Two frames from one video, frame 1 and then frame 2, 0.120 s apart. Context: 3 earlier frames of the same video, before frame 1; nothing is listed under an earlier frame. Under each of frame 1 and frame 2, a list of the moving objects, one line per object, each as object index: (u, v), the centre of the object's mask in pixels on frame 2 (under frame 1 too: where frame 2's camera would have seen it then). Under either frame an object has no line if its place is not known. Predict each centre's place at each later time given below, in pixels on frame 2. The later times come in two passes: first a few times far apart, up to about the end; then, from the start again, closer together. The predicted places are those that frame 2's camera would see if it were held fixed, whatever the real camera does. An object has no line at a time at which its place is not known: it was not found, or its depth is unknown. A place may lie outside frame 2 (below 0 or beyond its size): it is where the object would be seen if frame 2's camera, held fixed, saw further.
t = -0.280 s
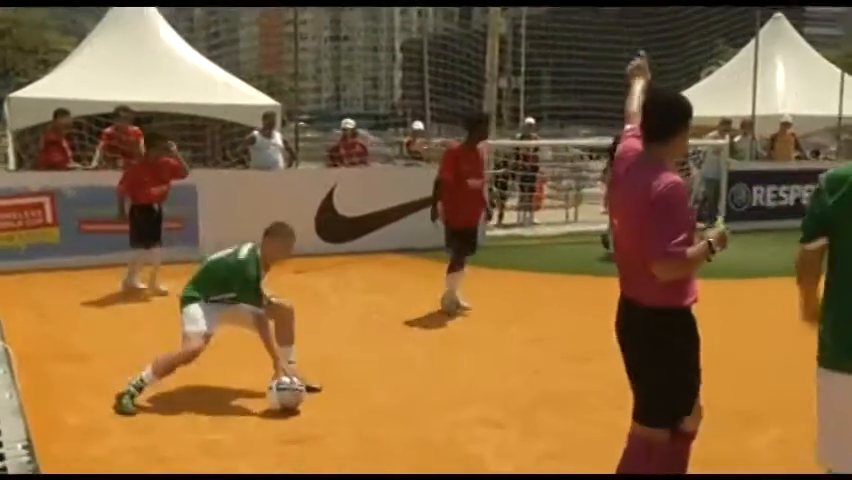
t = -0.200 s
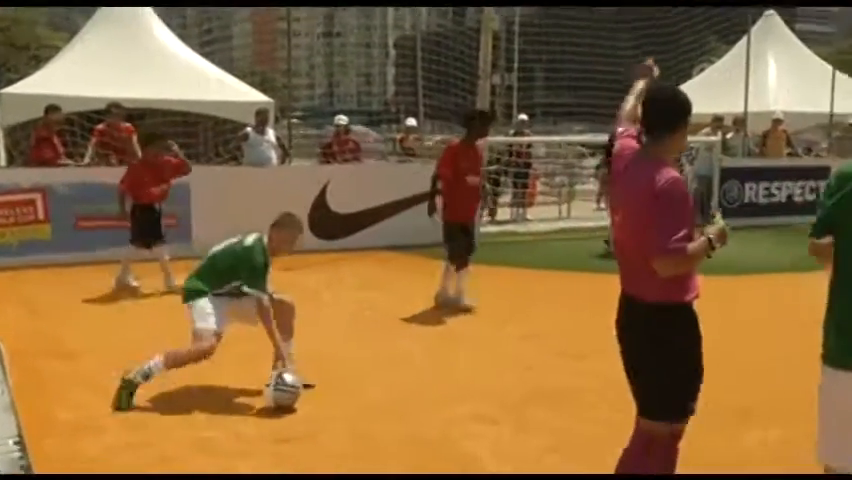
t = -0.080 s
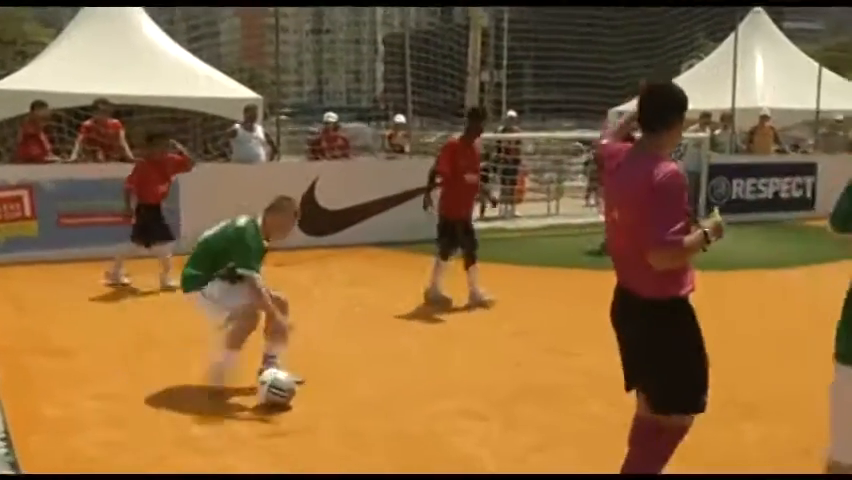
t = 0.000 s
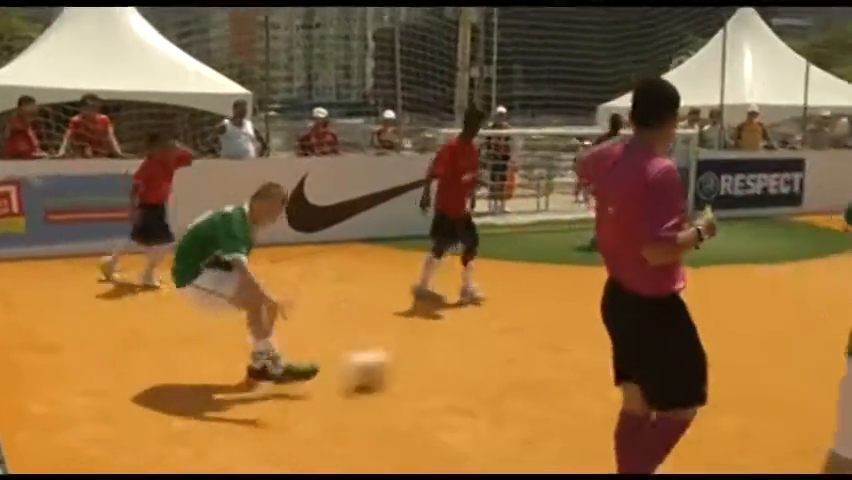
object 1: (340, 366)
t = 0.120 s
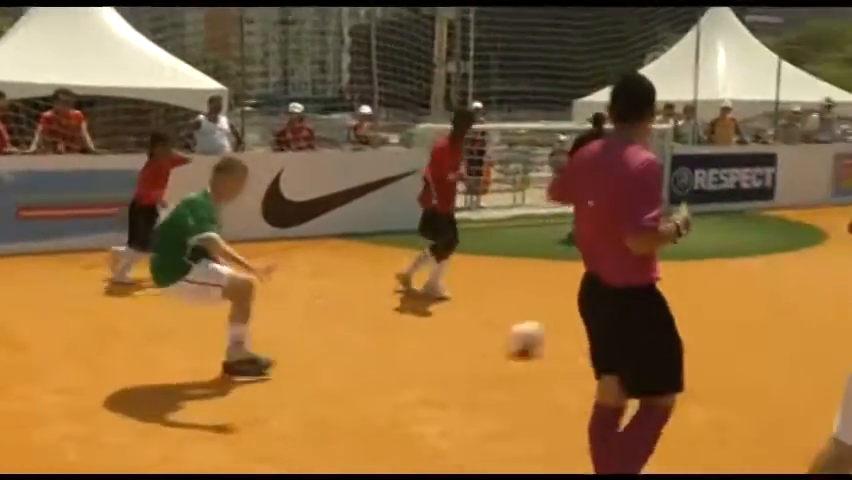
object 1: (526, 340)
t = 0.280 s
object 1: (690, 312)
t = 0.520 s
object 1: (846, 286)
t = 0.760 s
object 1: (941, 268)
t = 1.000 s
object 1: (1015, 255)
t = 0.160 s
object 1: (571, 332)
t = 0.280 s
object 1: (690, 312)
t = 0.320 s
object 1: (725, 307)
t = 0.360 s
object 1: (753, 302)
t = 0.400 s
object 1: (779, 298)
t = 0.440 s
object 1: (802, 294)
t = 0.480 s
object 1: (826, 290)
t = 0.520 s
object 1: (846, 286)
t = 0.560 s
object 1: (864, 282)
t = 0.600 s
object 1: (881, 280)
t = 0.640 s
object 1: (898, 276)
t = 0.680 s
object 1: (913, 274)
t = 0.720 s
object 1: (927, 271)
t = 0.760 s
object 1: (941, 268)
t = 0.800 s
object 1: (955, 266)
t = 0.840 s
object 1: (967, 263)
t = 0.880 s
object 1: (980, 260)
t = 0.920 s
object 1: (992, 258)
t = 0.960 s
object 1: (1003, 257)
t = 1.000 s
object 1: (1015, 255)
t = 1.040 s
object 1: (1025, 253)
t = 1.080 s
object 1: (1035, 252)
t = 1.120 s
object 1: (1047, 250)
